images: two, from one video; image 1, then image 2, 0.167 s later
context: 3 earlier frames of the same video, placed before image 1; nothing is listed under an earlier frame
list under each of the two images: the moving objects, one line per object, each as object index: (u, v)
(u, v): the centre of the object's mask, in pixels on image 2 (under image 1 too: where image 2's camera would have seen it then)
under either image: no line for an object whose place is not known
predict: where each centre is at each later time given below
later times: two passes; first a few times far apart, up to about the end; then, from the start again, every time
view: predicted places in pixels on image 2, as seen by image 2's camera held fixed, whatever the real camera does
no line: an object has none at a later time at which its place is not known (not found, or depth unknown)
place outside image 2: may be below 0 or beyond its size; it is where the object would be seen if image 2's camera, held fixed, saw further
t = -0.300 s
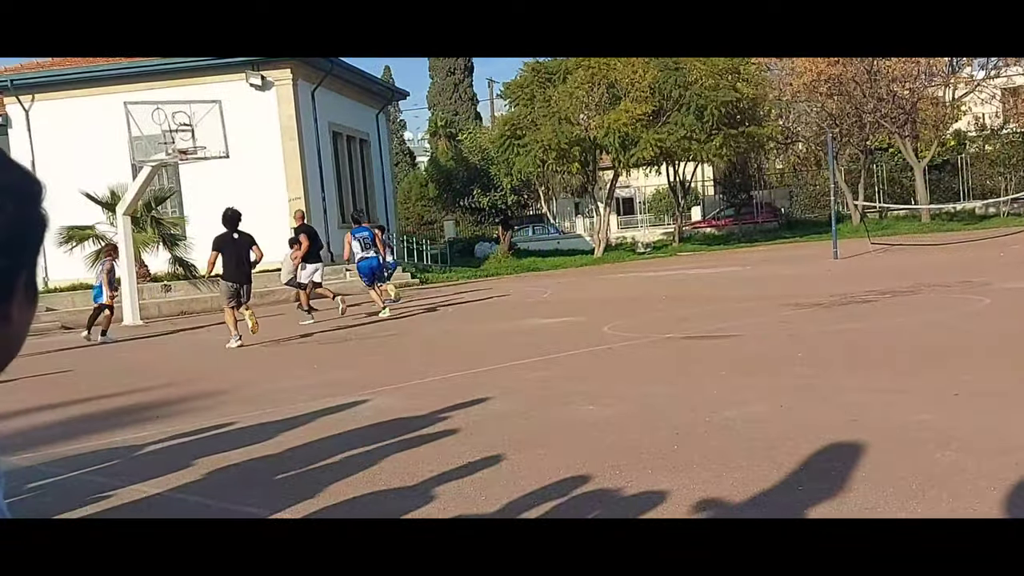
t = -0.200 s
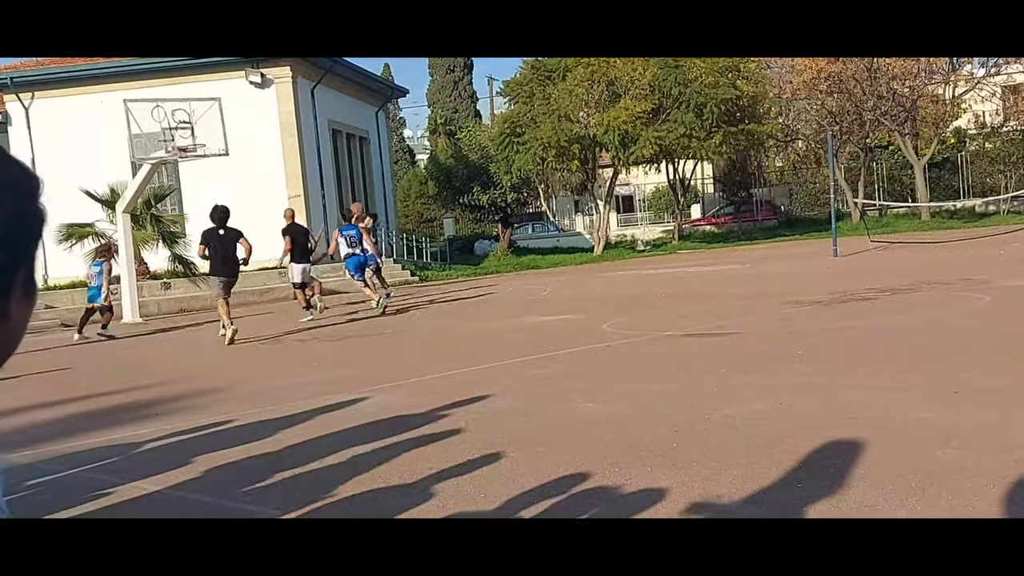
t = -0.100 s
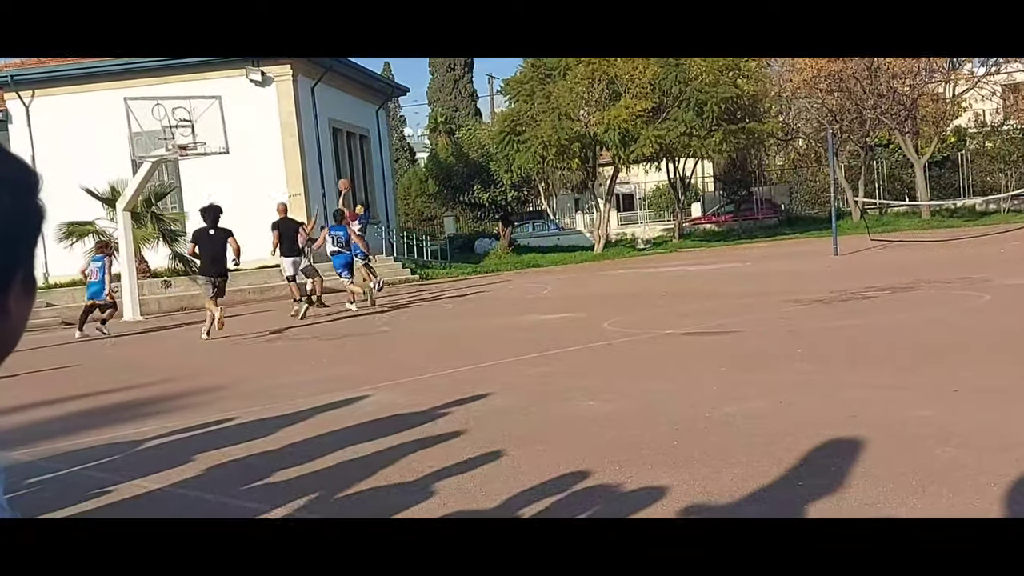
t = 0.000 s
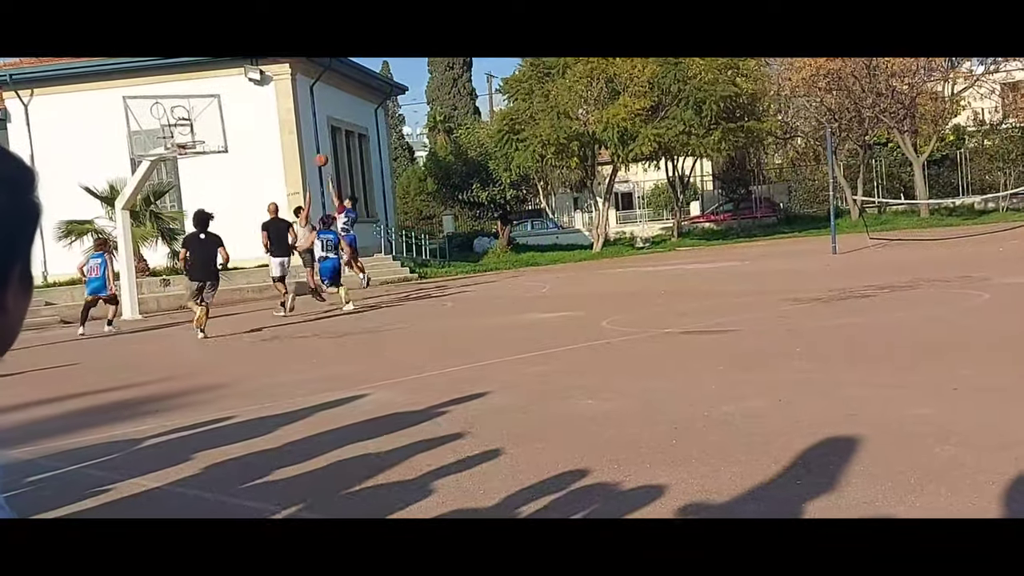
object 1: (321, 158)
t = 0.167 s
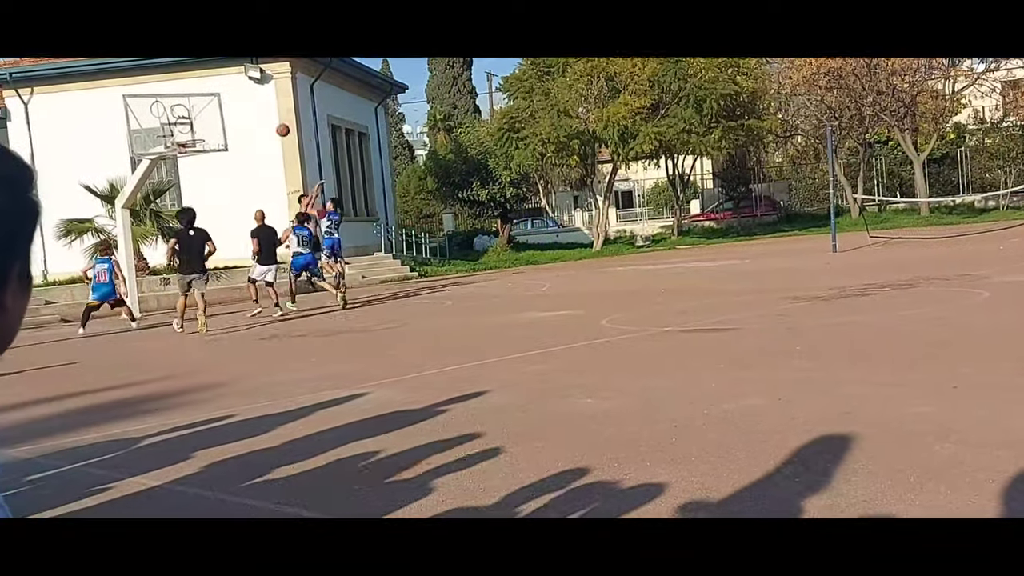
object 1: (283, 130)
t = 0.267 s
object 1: (260, 120)
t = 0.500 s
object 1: (208, 120)
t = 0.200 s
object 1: (275, 126)
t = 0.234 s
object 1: (267, 123)
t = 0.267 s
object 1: (260, 120)
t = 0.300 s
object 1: (253, 118)
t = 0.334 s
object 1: (245, 117)
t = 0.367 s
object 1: (238, 116)
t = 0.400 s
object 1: (230, 116)
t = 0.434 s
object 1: (223, 117)
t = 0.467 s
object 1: (215, 118)
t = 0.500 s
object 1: (208, 120)
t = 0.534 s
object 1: (201, 122)
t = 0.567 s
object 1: (197, 125)
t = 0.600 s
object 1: (195, 126)
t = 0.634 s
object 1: (194, 129)
